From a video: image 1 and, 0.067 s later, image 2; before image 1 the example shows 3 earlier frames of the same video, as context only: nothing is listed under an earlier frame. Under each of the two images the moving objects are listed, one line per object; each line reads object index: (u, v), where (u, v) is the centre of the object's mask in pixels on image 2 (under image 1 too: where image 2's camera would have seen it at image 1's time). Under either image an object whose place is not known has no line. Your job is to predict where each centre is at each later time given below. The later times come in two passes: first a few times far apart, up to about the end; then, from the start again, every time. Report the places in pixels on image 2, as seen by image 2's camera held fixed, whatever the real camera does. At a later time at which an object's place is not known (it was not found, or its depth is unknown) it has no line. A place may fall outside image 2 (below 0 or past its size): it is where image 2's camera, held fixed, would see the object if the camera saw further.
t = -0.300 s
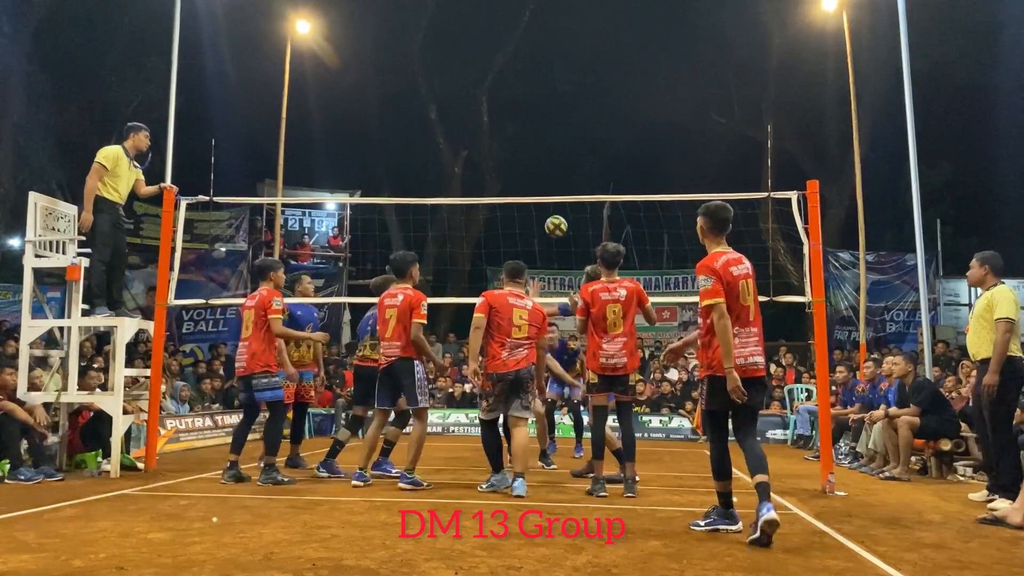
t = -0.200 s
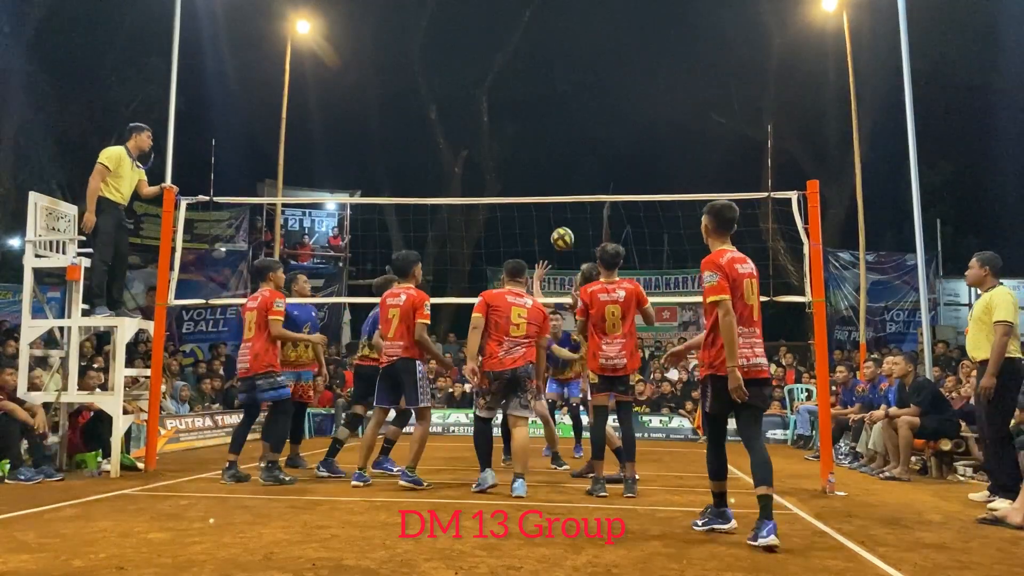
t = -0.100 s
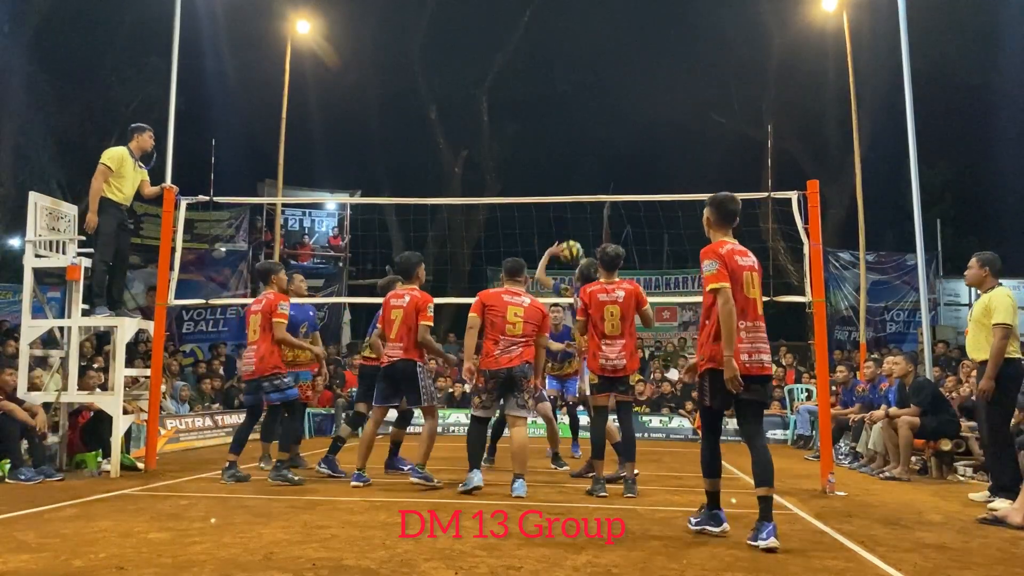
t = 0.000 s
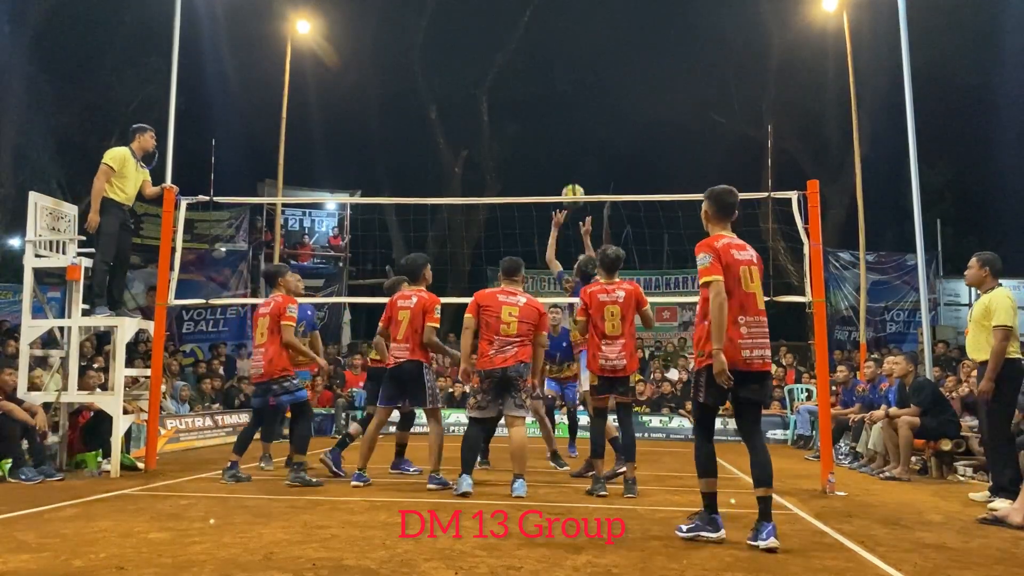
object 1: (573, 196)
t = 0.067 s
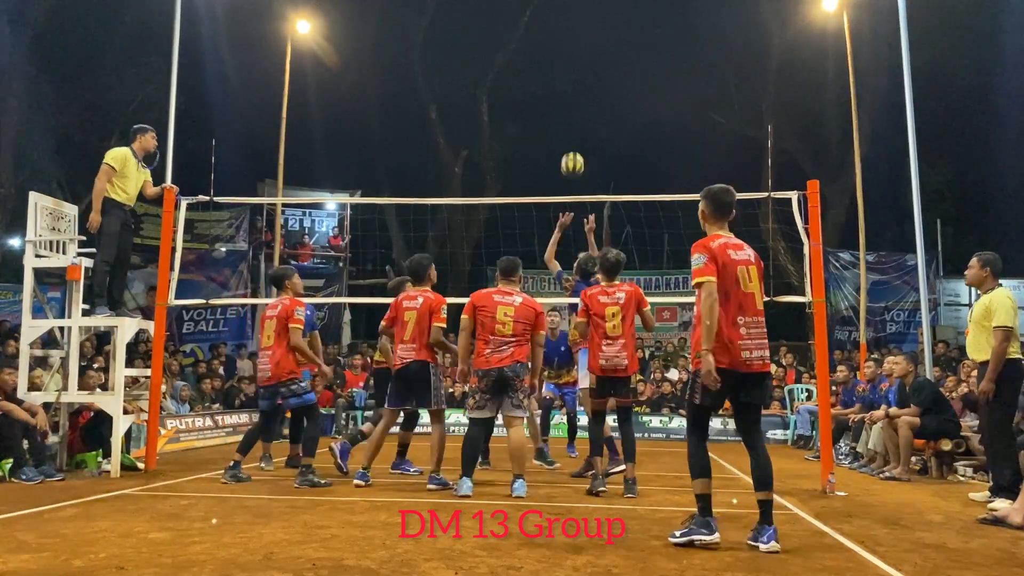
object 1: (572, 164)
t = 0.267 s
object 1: (570, 101)
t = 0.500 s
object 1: (570, 80)
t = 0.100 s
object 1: (572, 149)
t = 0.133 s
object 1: (571, 138)
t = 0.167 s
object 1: (571, 127)
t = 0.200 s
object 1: (571, 116)
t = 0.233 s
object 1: (571, 108)
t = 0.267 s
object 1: (570, 101)
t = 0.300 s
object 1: (570, 94)
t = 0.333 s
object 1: (570, 89)
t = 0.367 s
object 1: (570, 85)
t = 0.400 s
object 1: (570, 82)
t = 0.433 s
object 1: (570, 81)
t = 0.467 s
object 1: (570, 80)
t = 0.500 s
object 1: (570, 80)
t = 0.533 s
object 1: (569, 82)
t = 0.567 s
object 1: (569, 84)
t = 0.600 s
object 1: (569, 88)
